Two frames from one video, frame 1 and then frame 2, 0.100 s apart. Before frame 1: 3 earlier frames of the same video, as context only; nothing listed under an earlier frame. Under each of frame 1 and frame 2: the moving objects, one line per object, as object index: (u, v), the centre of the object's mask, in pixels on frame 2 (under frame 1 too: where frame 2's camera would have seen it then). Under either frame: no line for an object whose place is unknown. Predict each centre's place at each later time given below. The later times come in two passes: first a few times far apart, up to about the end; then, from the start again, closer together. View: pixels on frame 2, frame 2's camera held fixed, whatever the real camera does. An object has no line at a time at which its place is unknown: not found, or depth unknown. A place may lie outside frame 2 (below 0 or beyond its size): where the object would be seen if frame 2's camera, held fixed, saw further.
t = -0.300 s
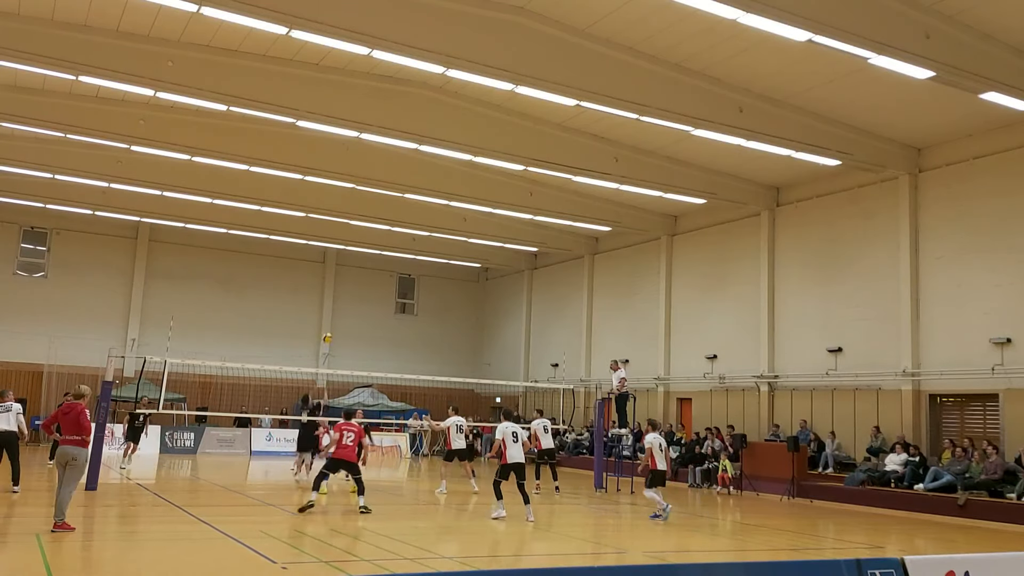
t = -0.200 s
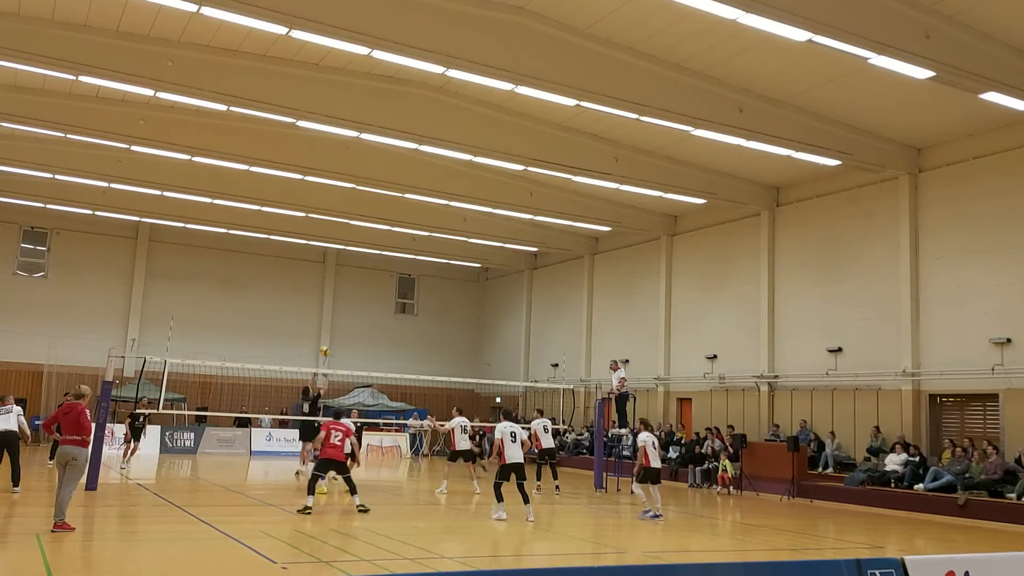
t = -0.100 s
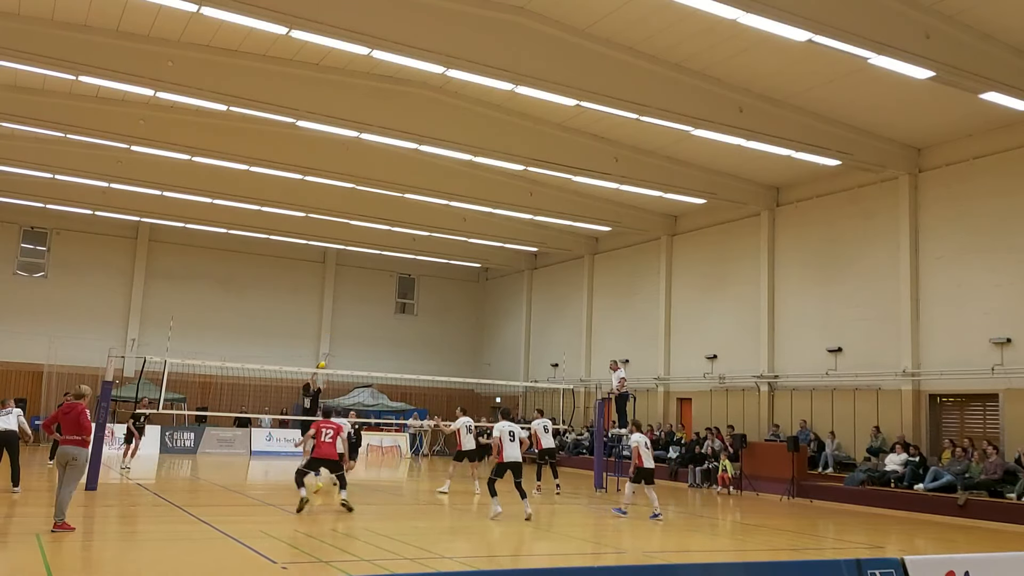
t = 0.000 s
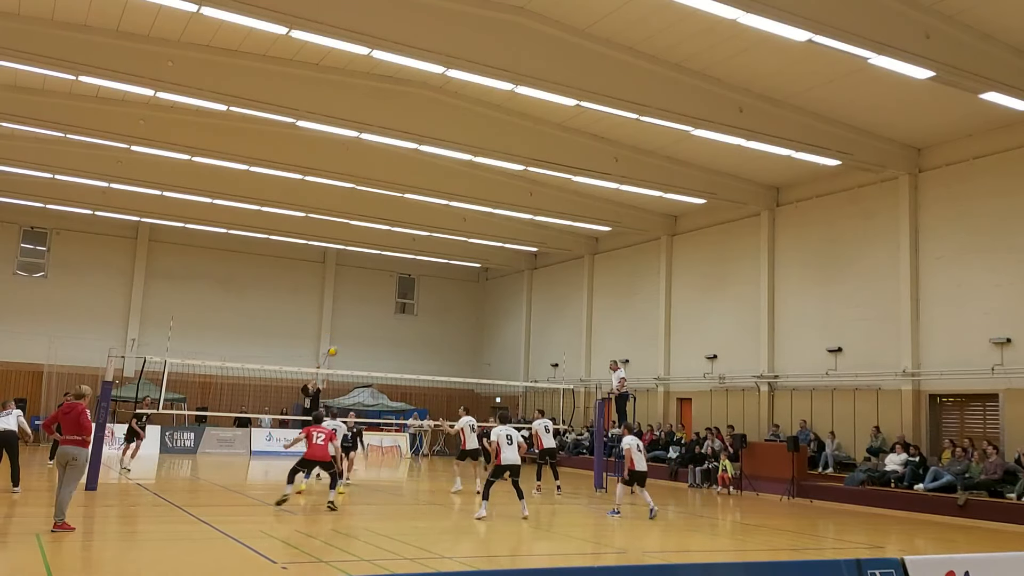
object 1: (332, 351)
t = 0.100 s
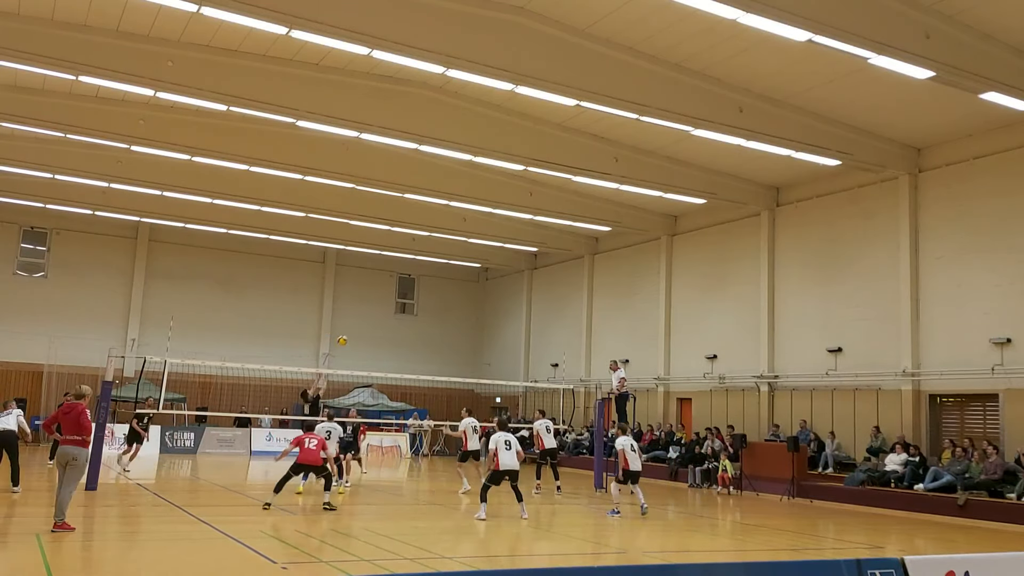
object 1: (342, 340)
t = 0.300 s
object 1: (360, 332)
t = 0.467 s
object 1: (373, 339)
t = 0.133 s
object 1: (345, 337)
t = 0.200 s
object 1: (351, 334)
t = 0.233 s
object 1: (354, 333)
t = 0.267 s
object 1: (357, 332)
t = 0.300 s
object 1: (360, 332)
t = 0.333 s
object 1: (363, 332)
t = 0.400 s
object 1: (368, 334)
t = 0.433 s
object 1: (371, 337)
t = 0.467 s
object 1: (373, 339)
